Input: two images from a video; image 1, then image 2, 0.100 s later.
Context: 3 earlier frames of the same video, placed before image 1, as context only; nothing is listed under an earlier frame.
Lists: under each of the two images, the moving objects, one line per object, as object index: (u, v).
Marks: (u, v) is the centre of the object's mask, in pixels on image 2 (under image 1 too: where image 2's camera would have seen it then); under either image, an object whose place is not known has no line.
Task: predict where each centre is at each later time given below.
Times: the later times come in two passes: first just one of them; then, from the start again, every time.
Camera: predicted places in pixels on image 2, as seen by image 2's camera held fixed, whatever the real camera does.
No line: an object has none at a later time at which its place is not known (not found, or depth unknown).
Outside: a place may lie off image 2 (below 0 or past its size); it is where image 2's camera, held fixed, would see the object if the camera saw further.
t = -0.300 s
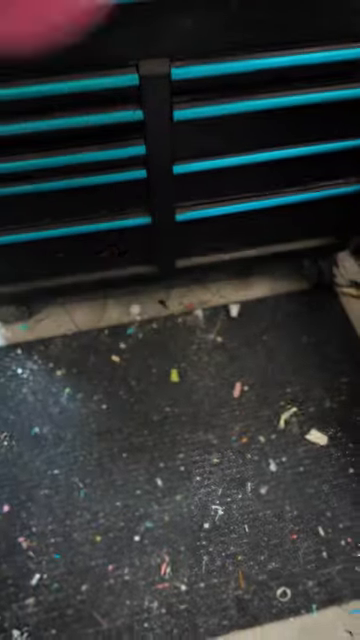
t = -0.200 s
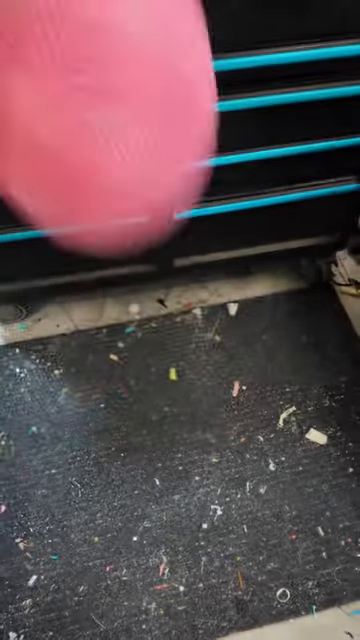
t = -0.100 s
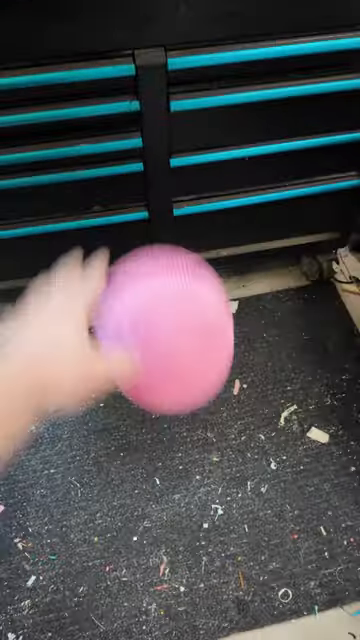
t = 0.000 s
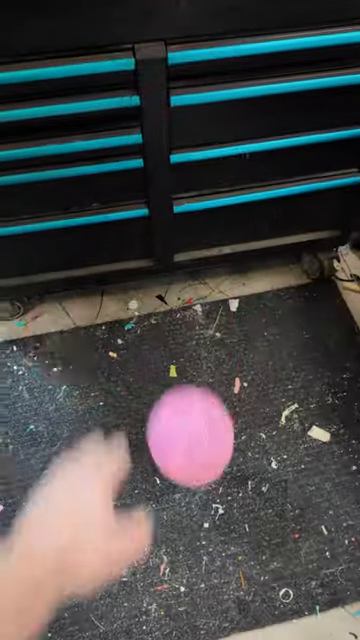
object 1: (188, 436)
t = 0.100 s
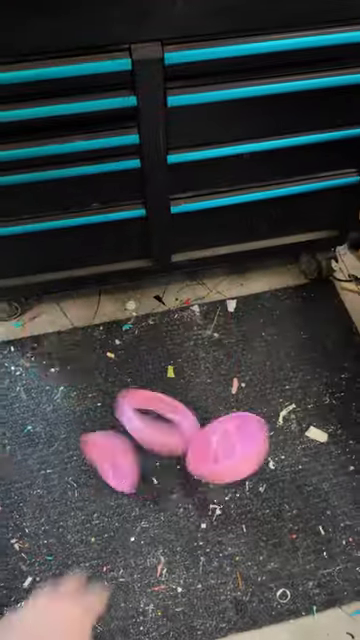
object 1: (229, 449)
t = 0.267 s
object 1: (288, 467)
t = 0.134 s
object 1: (244, 446)
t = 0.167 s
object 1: (257, 448)
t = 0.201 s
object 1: (272, 450)
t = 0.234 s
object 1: (285, 458)
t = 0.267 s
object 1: (288, 467)
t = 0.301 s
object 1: (287, 473)
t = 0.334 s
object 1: (287, 476)
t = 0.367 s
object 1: (297, 479)
